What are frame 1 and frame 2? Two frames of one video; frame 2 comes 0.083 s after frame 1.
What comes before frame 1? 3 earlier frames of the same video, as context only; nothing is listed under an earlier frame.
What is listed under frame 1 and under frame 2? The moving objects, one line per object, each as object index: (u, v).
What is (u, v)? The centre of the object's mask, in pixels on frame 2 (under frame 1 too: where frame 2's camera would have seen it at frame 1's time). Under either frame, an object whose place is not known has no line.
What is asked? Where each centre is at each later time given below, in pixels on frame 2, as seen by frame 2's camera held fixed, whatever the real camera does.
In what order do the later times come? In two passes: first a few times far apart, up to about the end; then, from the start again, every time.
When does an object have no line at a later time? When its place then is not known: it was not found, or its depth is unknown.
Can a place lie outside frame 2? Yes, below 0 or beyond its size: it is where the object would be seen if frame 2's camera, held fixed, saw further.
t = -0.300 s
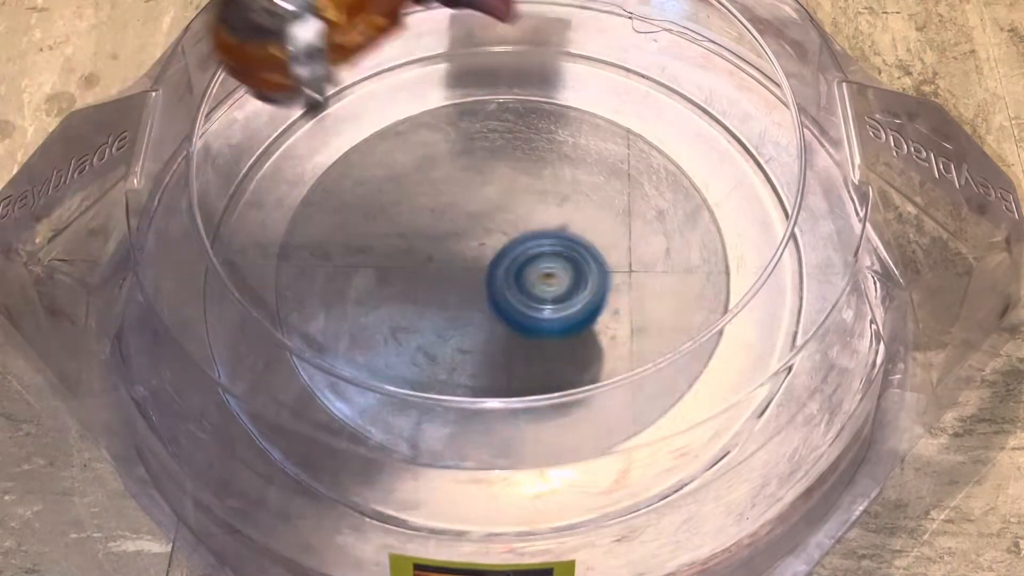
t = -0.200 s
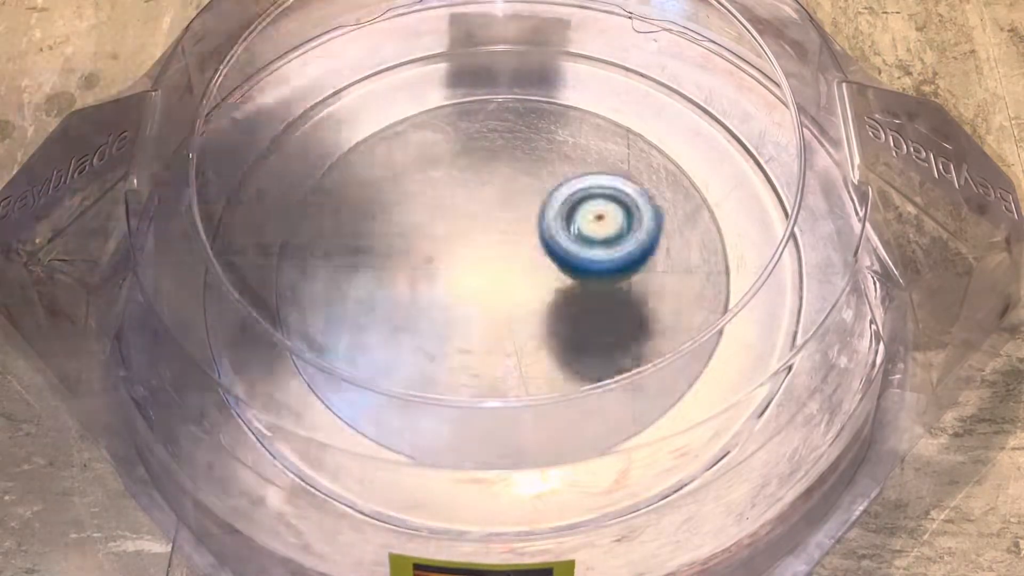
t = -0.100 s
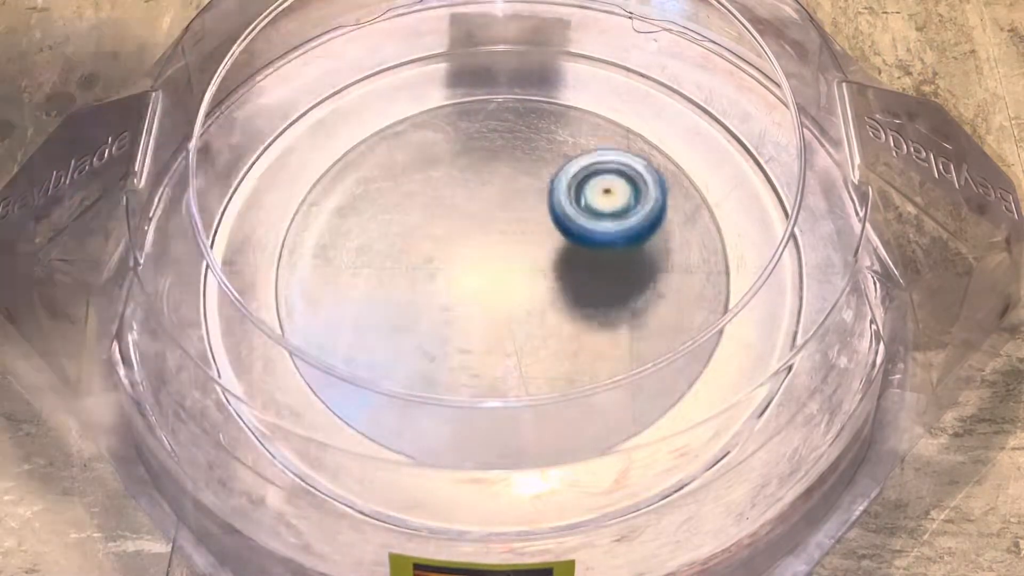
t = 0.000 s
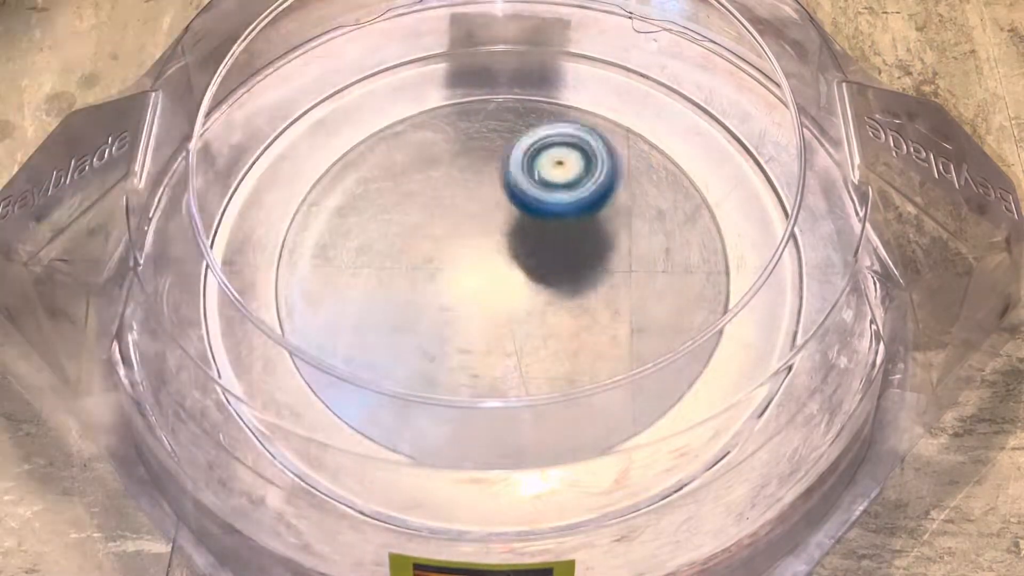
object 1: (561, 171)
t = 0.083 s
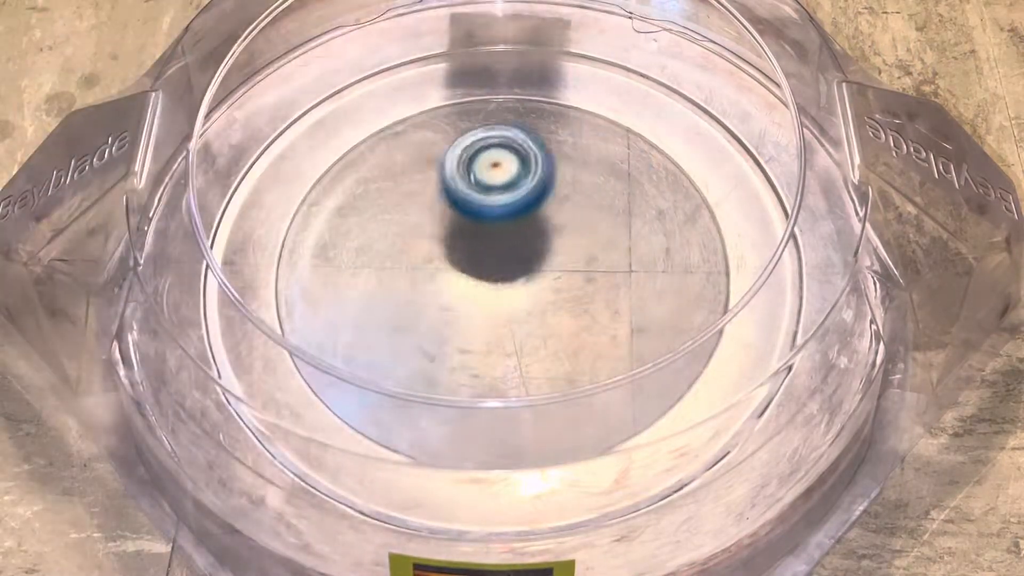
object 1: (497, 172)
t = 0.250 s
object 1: (381, 238)
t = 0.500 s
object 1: (431, 367)
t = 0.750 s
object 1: (616, 285)
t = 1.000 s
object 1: (549, 135)
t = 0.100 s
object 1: (483, 175)
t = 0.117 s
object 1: (469, 179)
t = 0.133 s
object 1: (456, 183)
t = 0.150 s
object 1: (443, 188)
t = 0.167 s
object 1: (430, 196)
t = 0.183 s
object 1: (419, 202)
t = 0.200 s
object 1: (408, 210)
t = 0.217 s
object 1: (398, 220)
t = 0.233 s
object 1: (389, 228)
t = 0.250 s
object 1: (381, 238)
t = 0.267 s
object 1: (374, 249)
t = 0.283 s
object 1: (370, 260)
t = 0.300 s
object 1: (366, 271)
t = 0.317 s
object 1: (364, 281)
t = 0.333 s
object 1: (363, 292)
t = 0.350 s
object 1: (363, 302)
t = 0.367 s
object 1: (366, 312)
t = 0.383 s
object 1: (370, 320)
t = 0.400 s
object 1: (375, 328)
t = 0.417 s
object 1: (383, 335)
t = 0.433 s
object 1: (389, 344)
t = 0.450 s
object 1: (398, 351)
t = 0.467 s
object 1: (407, 357)
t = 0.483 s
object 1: (419, 364)
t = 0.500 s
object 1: (431, 367)
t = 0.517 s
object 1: (443, 368)
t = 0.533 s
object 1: (459, 360)
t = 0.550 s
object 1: (472, 361)
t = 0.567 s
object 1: (487, 371)
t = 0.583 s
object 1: (502, 359)
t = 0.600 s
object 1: (516, 357)
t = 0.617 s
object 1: (529, 355)
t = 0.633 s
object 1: (543, 350)
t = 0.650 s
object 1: (557, 344)
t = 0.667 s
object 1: (570, 338)
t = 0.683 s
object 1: (582, 331)
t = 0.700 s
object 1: (593, 321)
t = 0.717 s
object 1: (601, 310)
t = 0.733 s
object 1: (609, 297)
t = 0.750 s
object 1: (616, 285)
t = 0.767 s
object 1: (621, 272)
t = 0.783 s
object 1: (624, 259)
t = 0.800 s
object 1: (626, 247)
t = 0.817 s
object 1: (626, 233)
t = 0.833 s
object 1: (625, 220)
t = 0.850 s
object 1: (622, 208)
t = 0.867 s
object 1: (618, 196)
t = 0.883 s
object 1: (613, 186)
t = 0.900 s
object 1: (607, 176)
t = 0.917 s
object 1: (599, 167)
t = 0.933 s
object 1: (591, 158)
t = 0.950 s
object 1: (582, 151)
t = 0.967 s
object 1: (572, 145)
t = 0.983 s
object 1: (561, 140)
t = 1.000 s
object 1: (549, 135)
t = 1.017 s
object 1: (537, 133)
